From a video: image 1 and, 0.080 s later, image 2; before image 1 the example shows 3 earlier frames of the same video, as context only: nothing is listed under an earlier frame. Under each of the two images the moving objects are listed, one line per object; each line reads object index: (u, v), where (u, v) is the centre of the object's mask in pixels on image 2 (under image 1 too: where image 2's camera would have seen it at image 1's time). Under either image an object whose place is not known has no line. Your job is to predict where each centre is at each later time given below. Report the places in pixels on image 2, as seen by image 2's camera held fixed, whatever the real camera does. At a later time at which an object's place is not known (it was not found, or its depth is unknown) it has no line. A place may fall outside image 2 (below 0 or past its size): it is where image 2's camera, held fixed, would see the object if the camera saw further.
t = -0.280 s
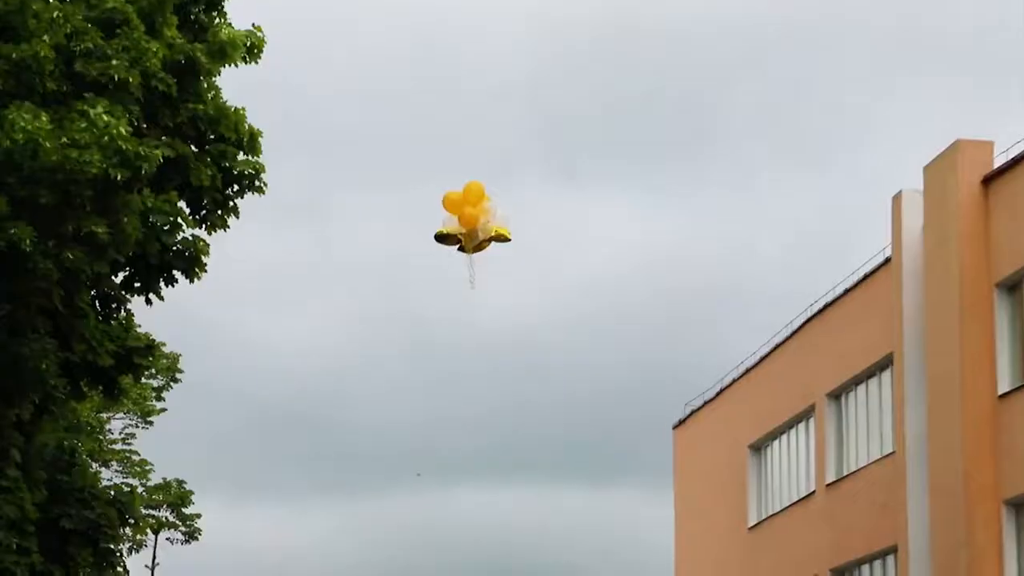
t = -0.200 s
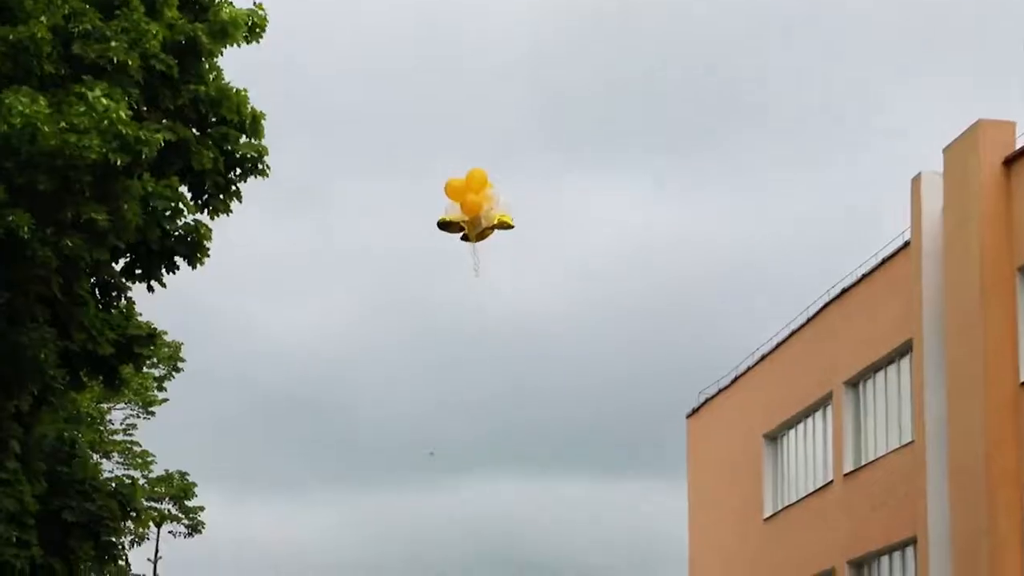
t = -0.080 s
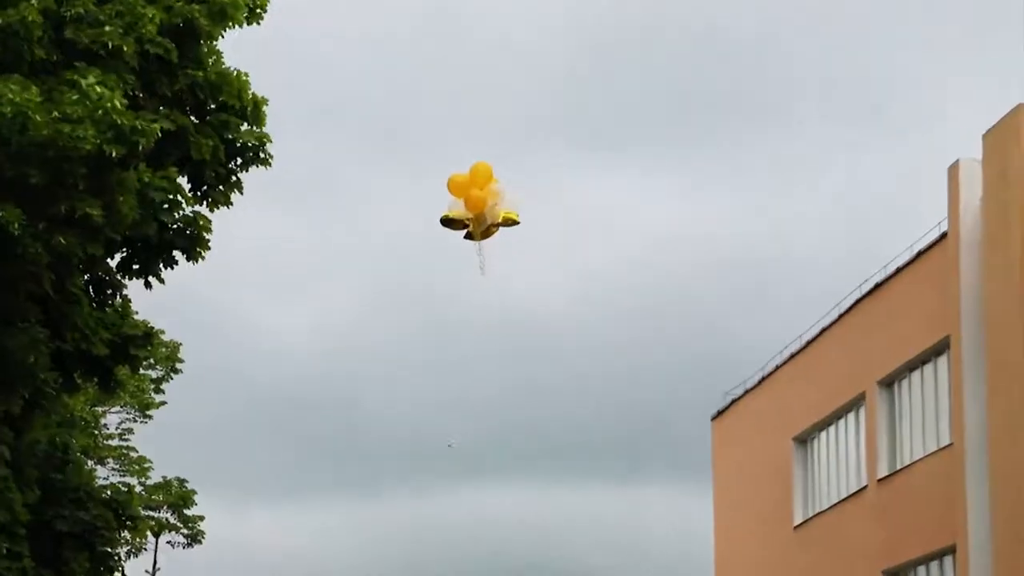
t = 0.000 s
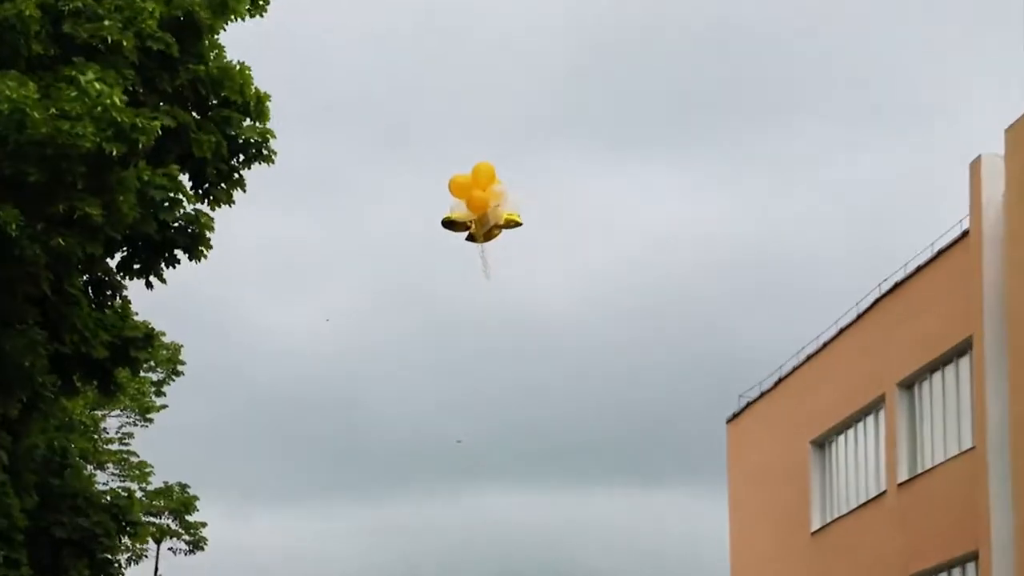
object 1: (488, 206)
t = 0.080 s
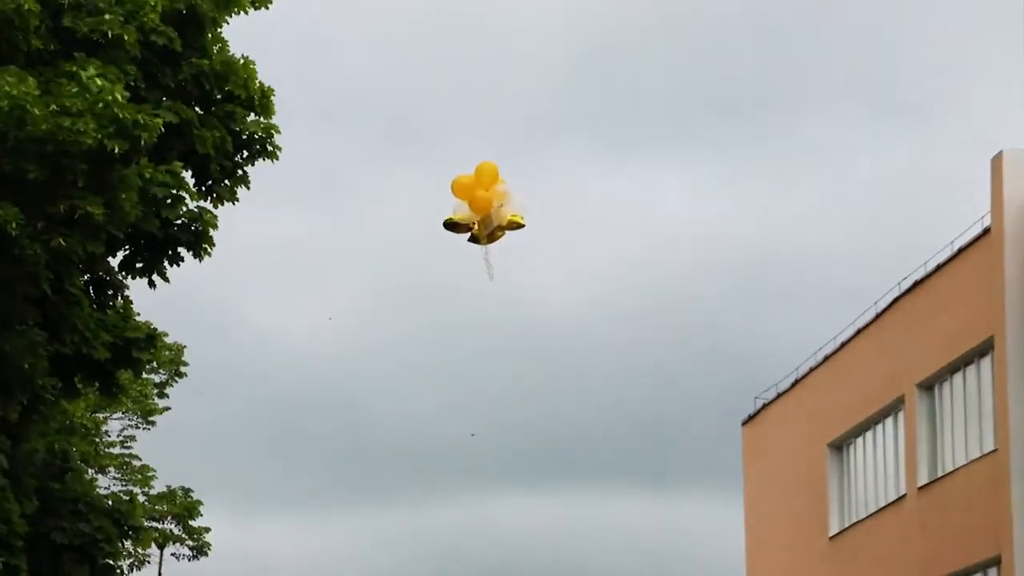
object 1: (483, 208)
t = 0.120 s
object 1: (481, 210)
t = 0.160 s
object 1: (479, 210)
